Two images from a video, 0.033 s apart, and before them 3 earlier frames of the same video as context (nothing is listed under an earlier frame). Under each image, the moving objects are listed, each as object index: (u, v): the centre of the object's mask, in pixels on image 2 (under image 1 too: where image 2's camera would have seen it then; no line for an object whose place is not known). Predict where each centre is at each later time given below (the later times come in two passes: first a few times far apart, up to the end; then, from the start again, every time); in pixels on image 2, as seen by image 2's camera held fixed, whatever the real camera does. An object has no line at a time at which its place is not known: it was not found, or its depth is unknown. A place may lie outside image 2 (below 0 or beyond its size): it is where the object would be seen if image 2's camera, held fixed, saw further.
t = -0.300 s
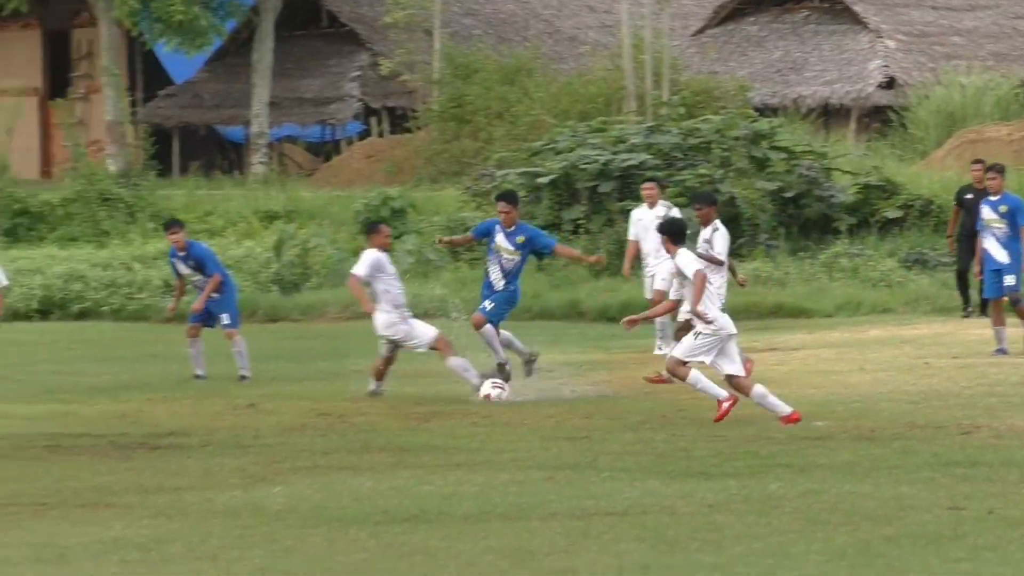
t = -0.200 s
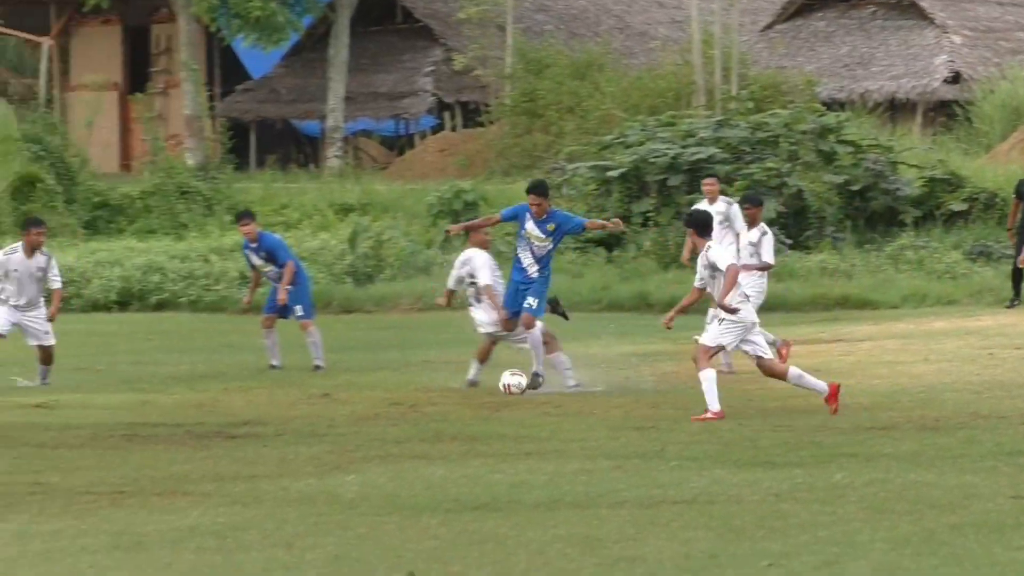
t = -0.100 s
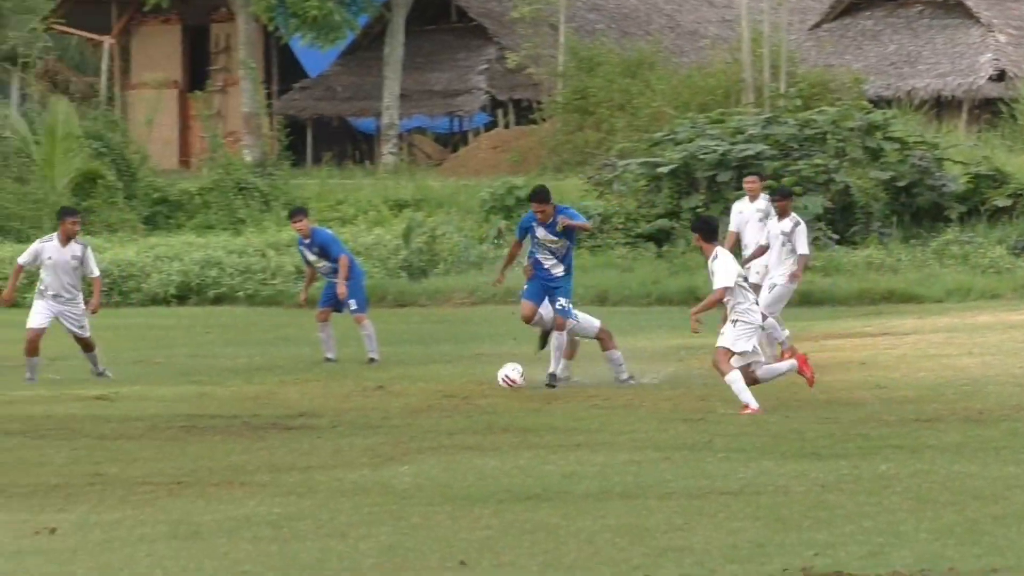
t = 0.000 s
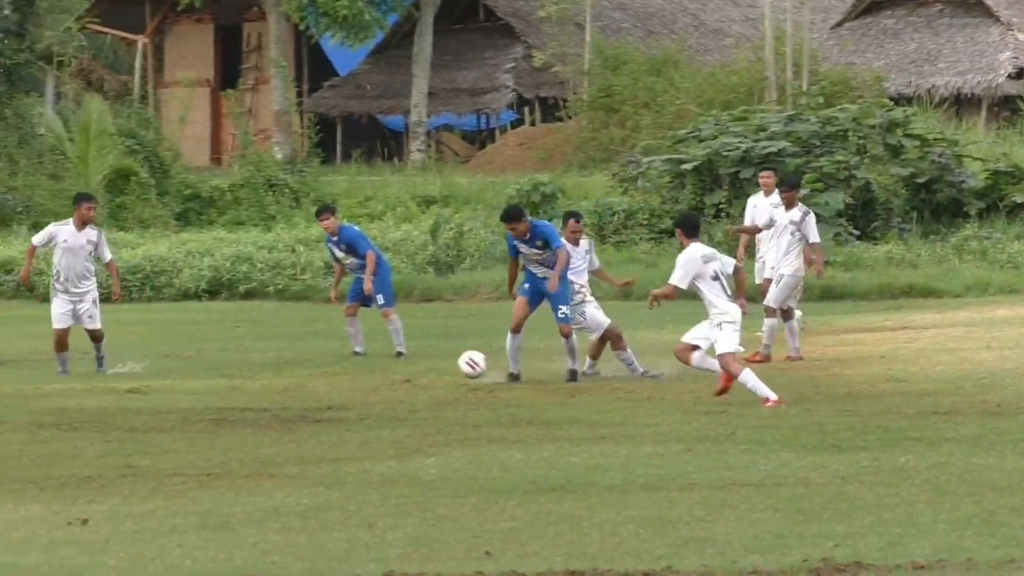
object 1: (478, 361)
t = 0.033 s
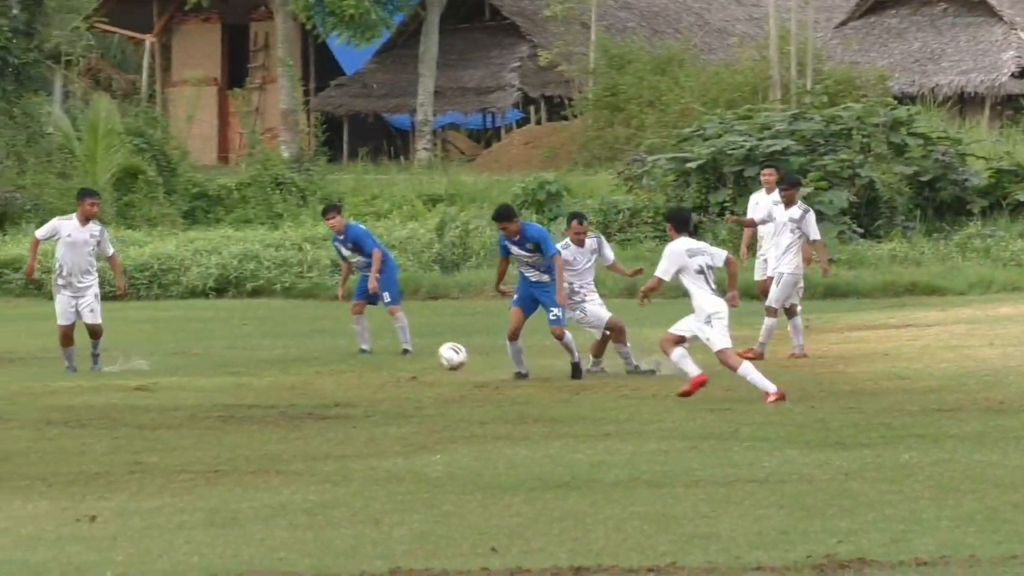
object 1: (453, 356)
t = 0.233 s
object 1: (291, 350)
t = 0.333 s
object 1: (207, 363)
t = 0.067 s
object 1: (426, 352)
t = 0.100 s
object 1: (399, 350)
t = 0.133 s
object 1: (373, 348)
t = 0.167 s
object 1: (345, 347)
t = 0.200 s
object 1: (319, 348)
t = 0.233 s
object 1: (291, 350)
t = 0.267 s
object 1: (264, 353)
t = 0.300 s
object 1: (235, 358)
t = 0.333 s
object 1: (207, 363)
